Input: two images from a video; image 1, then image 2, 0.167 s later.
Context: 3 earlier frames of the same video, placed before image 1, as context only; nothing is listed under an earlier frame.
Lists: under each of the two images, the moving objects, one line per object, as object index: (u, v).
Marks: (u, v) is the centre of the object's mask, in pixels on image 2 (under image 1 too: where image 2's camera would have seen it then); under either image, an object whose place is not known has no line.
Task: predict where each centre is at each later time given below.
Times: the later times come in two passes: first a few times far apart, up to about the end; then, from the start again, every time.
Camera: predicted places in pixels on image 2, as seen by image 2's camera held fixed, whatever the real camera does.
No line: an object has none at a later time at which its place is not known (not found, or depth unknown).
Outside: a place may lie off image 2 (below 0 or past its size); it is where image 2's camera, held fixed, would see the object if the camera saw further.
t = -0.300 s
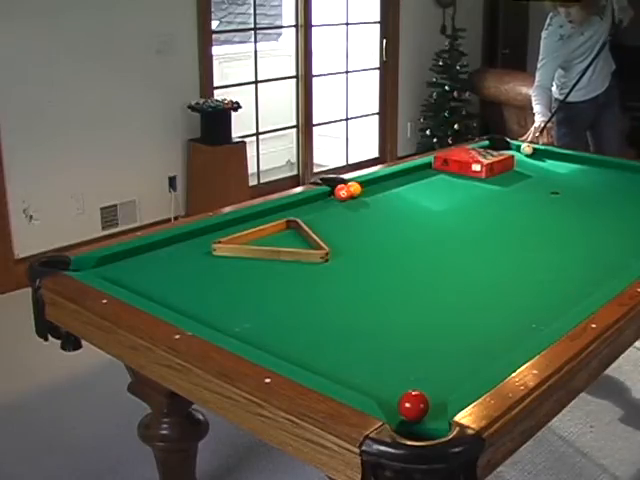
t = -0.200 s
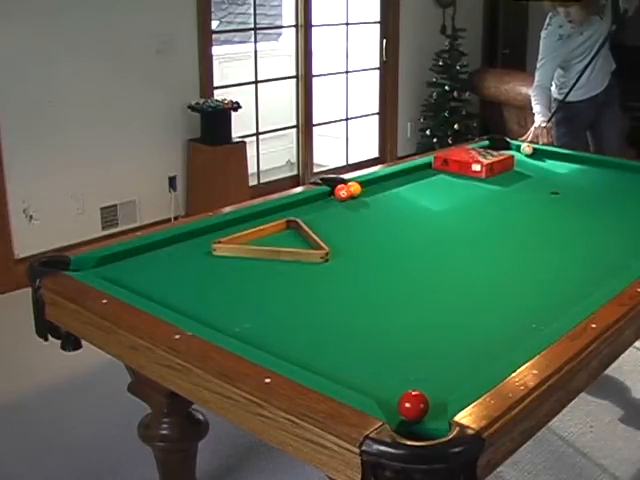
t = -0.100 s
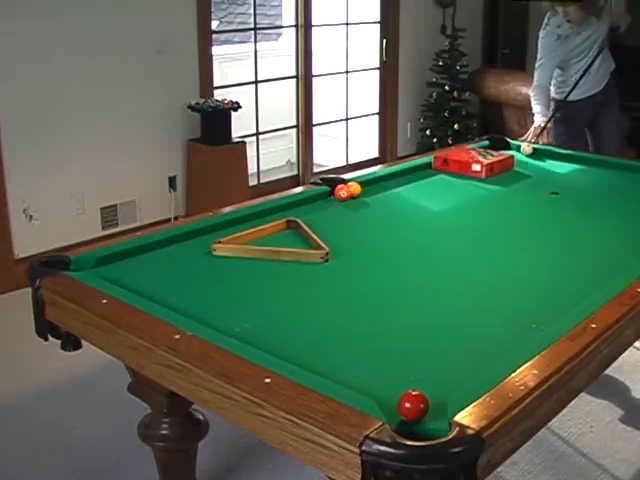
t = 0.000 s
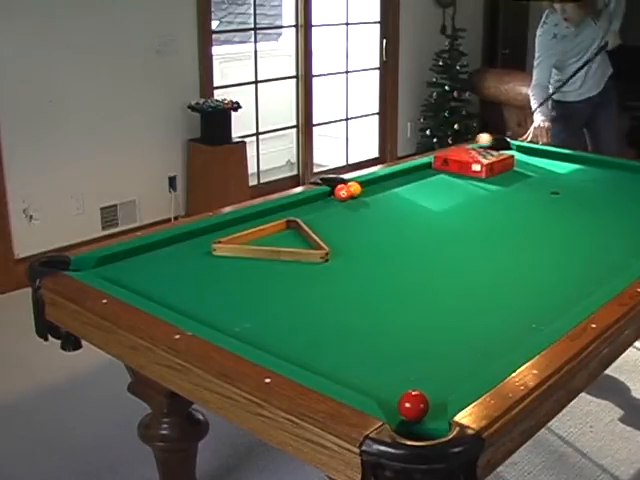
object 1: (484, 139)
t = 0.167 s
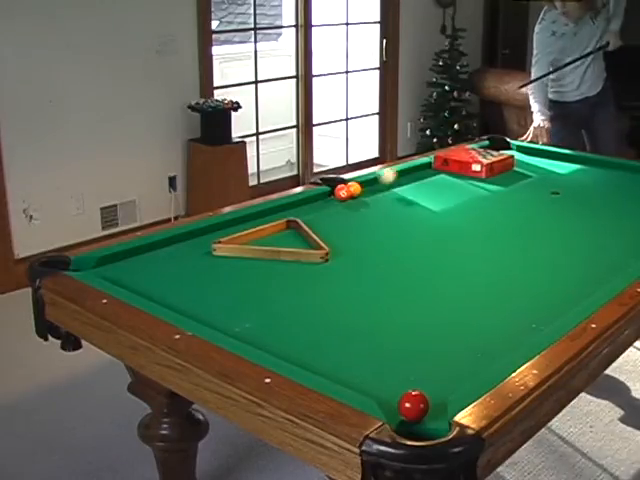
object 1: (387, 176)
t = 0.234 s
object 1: (372, 186)
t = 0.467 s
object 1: (395, 231)
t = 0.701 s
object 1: (405, 276)
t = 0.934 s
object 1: (417, 339)
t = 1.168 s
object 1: (424, 389)
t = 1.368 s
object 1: (386, 379)
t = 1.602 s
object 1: (348, 371)
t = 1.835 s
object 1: (313, 362)
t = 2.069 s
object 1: (289, 353)
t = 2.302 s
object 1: (275, 344)
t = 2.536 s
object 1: (262, 337)
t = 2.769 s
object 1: (251, 330)
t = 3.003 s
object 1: (240, 325)
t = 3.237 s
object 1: (231, 320)
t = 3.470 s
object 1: (223, 315)
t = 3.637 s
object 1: (218, 313)
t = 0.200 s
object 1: (369, 187)
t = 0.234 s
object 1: (372, 186)
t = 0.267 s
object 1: (376, 188)
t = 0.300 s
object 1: (379, 192)
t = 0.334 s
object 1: (383, 201)
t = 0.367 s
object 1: (387, 214)
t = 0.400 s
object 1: (390, 216)
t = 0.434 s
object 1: (392, 222)
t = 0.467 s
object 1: (395, 231)
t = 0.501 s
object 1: (397, 236)
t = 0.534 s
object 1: (399, 243)
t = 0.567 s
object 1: (400, 249)
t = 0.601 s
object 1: (401, 256)
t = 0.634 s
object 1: (402, 262)
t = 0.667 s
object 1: (404, 269)
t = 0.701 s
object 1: (405, 276)
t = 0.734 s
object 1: (407, 284)
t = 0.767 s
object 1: (408, 292)
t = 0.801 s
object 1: (409, 301)
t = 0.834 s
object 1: (411, 310)
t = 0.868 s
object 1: (413, 319)
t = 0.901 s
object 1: (415, 329)
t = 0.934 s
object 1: (417, 339)
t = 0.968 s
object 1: (418, 350)
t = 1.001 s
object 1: (421, 361)
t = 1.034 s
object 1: (423, 373)
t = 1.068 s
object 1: (426, 383)
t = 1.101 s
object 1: (434, 393)
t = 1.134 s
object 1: (432, 392)
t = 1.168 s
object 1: (424, 389)
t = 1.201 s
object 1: (417, 386)
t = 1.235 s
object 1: (410, 384)
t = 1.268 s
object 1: (404, 382)
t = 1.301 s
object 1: (398, 381)
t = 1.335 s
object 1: (392, 380)
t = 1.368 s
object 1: (386, 379)
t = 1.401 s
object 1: (381, 377)
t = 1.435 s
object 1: (375, 376)
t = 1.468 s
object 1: (369, 375)
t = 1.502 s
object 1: (364, 374)
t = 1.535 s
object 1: (358, 373)
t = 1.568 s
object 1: (353, 372)
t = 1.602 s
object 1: (348, 371)
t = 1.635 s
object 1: (343, 369)
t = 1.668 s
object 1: (337, 368)
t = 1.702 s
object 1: (332, 367)
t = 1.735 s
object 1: (327, 366)
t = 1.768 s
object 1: (322, 364)
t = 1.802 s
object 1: (318, 363)
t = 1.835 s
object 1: (313, 362)
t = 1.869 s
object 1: (309, 361)
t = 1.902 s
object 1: (304, 359)
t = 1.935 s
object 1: (299, 358)
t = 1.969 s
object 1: (296, 357)
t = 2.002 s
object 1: (294, 356)
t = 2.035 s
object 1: (292, 354)
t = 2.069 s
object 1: (289, 353)
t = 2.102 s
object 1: (287, 351)
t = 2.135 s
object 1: (285, 350)
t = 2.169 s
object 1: (283, 349)
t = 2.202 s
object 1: (280, 348)
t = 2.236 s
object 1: (279, 346)
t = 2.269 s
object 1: (276, 345)
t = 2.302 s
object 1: (275, 344)
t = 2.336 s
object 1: (273, 343)
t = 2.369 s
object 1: (271, 342)
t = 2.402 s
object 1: (269, 341)
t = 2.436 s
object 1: (267, 340)
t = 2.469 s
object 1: (265, 339)
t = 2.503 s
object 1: (263, 338)
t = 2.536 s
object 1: (262, 337)
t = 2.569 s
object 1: (260, 336)
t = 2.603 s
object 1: (258, 335)
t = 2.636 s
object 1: (257, 334)
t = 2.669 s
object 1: (255, 333)
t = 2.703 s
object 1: (254, 332)
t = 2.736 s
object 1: (252, 331)
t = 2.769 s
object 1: (251, 330)
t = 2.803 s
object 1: (249, 330)
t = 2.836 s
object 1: (247, 329)
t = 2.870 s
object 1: (246, 328)
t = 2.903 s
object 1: (244, 327)
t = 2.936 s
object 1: (243, 326)
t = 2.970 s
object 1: (241, 325)
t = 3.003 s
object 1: (240, 325)
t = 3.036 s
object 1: (238, 324)
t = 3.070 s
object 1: (237, 323)
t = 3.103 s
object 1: (236, 322)
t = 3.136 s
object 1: (234, 321)
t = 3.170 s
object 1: (233, 321)
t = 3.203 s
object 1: (232, 320)
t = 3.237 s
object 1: (231, 320)
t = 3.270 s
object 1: (229, 319)
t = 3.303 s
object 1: (228, 319)
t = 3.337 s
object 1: (227, 318)
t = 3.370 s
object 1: (226, 317)
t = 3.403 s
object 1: (225, 317)
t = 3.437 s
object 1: (224, 316)
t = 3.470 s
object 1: (223, 315)
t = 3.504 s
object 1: (221, 315)
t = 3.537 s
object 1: (220, 314)
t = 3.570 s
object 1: (220, 314)
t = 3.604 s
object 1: (219, 313)
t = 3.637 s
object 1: (218, 313)
